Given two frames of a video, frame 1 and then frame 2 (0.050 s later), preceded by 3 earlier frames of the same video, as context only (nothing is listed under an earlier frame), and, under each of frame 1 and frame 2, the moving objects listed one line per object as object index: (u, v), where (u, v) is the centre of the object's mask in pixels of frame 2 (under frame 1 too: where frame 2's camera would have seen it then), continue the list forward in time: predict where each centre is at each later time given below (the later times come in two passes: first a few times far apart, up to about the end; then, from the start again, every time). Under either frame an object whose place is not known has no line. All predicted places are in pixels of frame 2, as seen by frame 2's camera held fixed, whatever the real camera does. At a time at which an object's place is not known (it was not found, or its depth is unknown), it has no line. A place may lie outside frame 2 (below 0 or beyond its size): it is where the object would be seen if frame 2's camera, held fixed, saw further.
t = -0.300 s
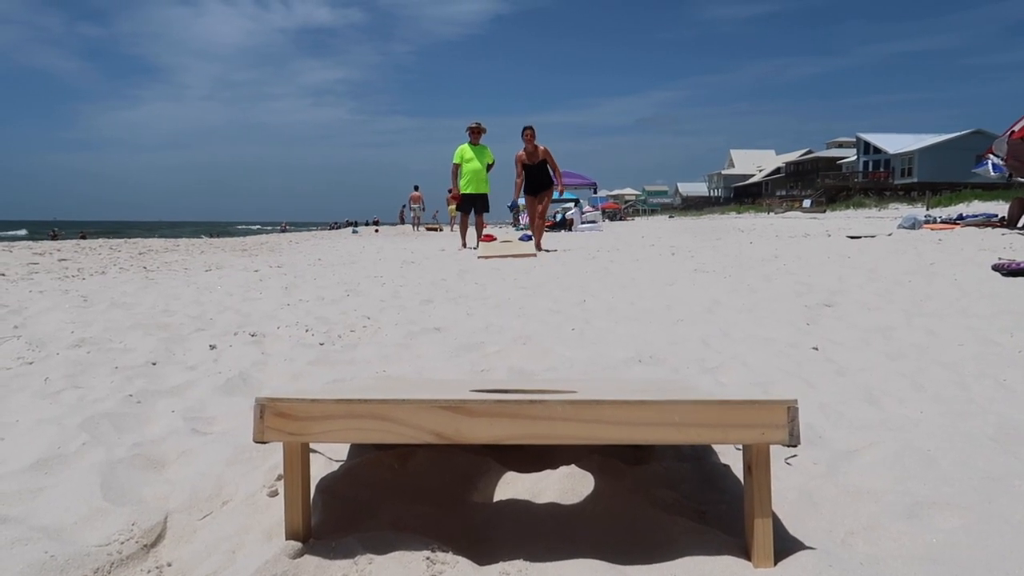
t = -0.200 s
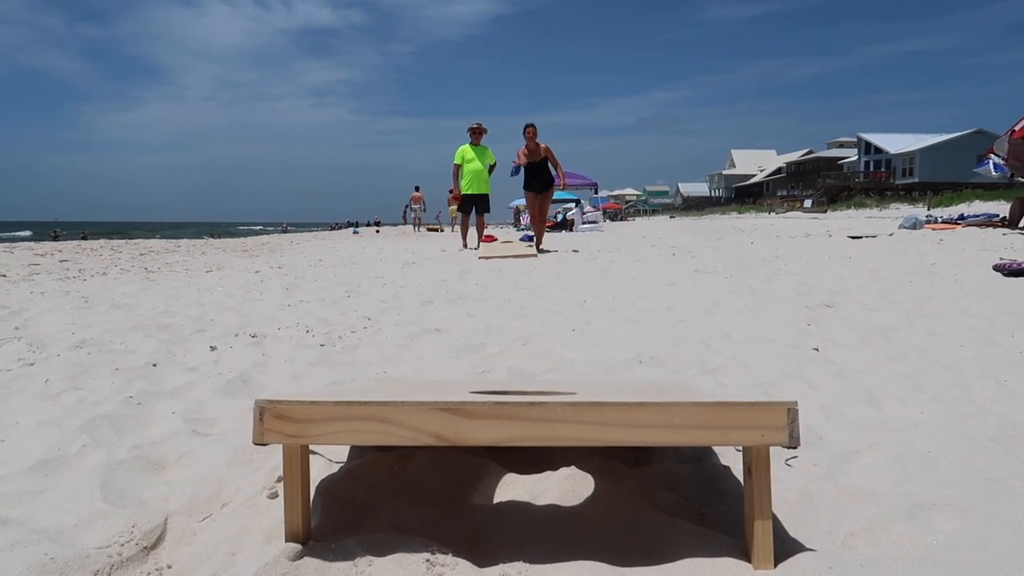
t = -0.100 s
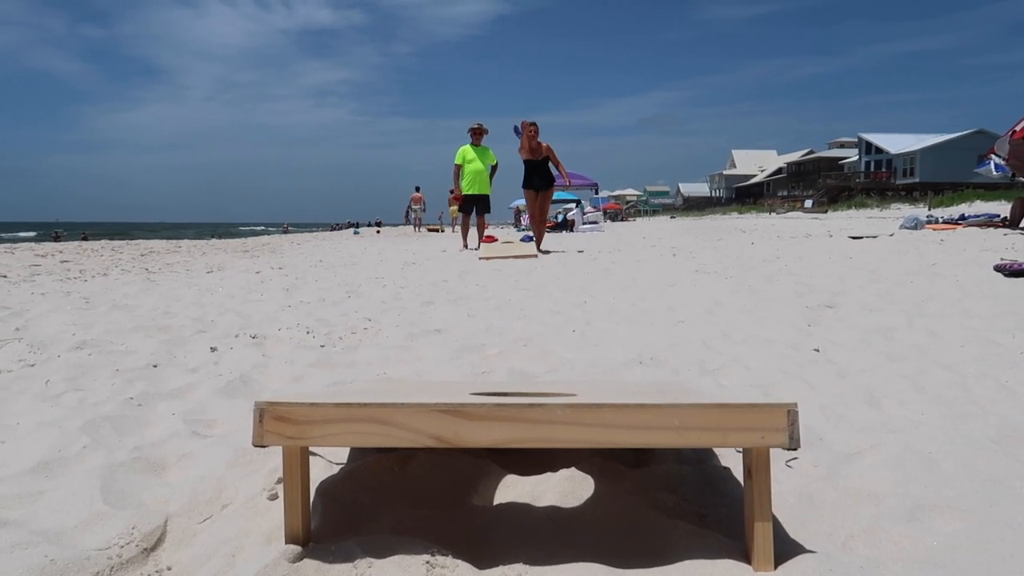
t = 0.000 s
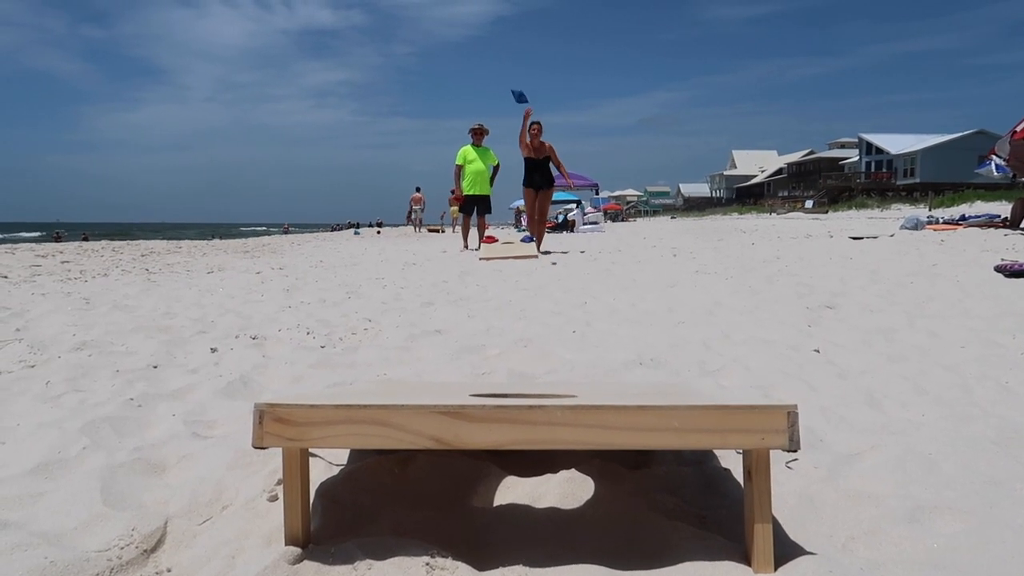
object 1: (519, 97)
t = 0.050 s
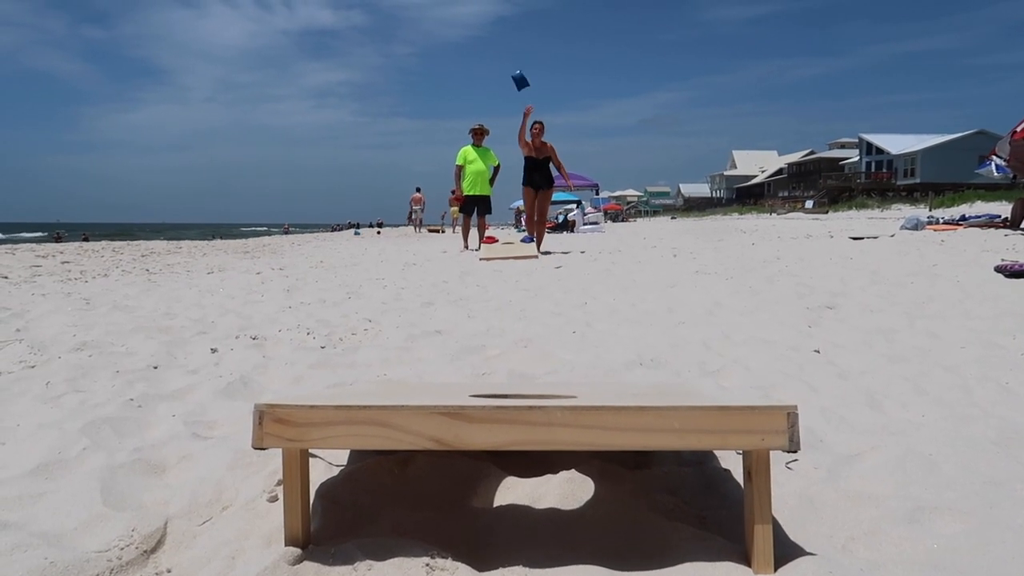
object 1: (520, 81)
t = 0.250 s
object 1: (523, 34)
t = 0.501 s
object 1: (530, 50)
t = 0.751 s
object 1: (548, 367)
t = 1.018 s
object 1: (576, 372)
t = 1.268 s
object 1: (574, 374)
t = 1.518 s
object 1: (574, 374)
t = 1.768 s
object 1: (574, 375)
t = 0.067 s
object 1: (520, 75)
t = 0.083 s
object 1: (520, 71)
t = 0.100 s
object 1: (521, 66)
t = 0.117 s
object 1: (521, 61)
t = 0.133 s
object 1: (521, 57)
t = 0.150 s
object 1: (521, 53)
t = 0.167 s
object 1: (521, 49)
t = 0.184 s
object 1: (521, 46)
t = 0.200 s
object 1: (522, 43)
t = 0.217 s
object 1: (523, 40)
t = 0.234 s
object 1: (523, 37)
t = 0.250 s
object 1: (523, 34)
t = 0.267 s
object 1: (524, 32)
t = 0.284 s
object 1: (524, 30)
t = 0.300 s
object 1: (524, 28)
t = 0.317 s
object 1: (525, 27)
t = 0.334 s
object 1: (525, 26)
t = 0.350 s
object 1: (525, 25)
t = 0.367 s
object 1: (526, 25)
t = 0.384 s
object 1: (526, 26)
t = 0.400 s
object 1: (526, 27)
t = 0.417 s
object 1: (527, 29)
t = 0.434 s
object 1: (527, 32)
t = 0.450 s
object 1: (528, 35)
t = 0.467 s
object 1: (528, 39)
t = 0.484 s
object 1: (529, 45)
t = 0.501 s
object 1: (530, 50)
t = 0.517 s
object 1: (530, 57)
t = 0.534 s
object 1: (530, 65)
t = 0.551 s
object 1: (531, 74)
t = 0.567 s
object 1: (531, 85)
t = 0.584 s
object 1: (532, 98)
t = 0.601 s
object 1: (533, 112)
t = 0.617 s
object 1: (534, 127)
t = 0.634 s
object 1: (535, 146)
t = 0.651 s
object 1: (536, 168)
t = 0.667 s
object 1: (537, 192)
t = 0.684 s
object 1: (538, 220)
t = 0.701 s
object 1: (540, 253)
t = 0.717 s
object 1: (541, 290)
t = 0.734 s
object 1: (543, 333)
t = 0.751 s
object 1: (548, 367)
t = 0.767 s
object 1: (556, 374)
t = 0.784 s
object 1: (559, 374)
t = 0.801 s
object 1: (561, 372)
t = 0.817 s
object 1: (563, 371)
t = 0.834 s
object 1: (565, 369)
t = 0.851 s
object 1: (566, 368)
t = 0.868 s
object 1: (568, 368)
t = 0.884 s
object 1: (570, 367)
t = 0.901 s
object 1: (572, 367)
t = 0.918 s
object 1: (573, 368)
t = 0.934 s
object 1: (574, 368)
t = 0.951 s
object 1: (575, 369)
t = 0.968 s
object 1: (576, 369)
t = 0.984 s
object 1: (576, 370)
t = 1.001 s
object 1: (576, 371)
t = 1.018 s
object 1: (576, 372)
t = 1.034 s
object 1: (575, 373)
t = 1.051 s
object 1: (575, 373)
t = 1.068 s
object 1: (575, 373)
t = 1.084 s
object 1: (574, 374)
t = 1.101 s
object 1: (574, 374)
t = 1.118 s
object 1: (574, 374)
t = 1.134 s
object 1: (574, 374)
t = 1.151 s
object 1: (574, 374)
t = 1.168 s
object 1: (574, 374)
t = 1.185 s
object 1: (574, 374)
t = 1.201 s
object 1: (574, 374)
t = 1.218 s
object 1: (574, 374)
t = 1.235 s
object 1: (574, 374)
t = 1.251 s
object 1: (574, 374)
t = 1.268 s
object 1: (574, 374)
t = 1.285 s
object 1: (574, 374)
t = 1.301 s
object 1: (574, 374)
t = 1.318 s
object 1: (574, 374)
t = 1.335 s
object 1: (574, 374)
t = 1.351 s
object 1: (574, 374)
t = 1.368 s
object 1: (574, 374)
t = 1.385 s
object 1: (574, 374)
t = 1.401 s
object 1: (574, 374)
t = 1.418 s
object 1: (574, 374)
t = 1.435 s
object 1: (574, 374)
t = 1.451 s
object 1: (574, 374)
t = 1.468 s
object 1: (574, 374)
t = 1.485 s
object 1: (574, 374)
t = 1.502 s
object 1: (574, 374)
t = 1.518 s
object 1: (574, 374)
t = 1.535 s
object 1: (574, 374)
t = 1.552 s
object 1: (574, 374)
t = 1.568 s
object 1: (574, 374)
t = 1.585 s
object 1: (574, 374)
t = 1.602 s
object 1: (574, 374)
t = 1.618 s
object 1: (574, 374)
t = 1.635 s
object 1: (574, 375)
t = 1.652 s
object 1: (574, 374)
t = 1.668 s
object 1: (574, 374)
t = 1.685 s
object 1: (574, 374)
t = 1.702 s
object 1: (574, 374)
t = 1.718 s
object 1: (574, 375)
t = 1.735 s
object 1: (573, 374)
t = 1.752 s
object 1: (574, 375)
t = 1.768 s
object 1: (574, 375)
